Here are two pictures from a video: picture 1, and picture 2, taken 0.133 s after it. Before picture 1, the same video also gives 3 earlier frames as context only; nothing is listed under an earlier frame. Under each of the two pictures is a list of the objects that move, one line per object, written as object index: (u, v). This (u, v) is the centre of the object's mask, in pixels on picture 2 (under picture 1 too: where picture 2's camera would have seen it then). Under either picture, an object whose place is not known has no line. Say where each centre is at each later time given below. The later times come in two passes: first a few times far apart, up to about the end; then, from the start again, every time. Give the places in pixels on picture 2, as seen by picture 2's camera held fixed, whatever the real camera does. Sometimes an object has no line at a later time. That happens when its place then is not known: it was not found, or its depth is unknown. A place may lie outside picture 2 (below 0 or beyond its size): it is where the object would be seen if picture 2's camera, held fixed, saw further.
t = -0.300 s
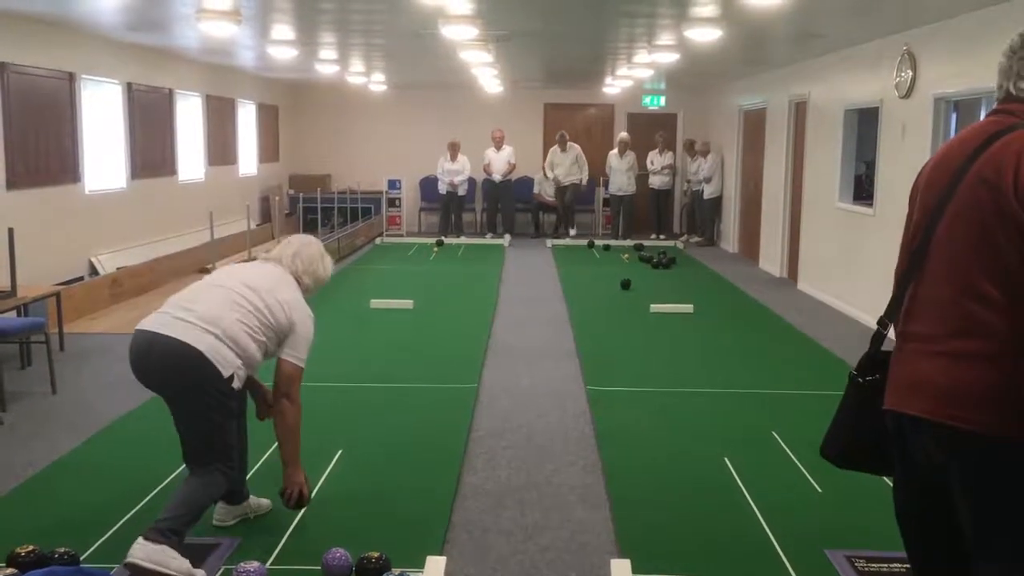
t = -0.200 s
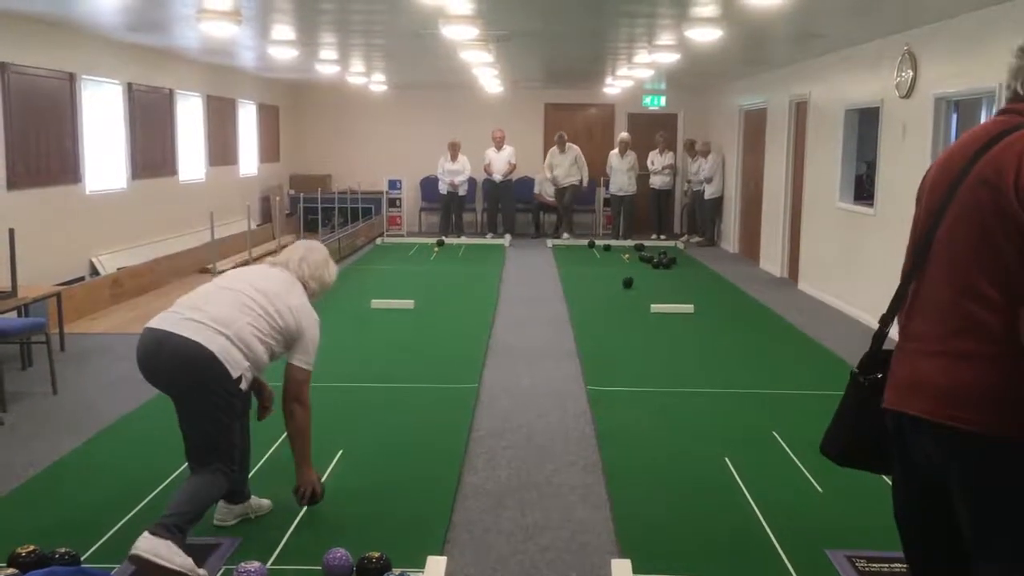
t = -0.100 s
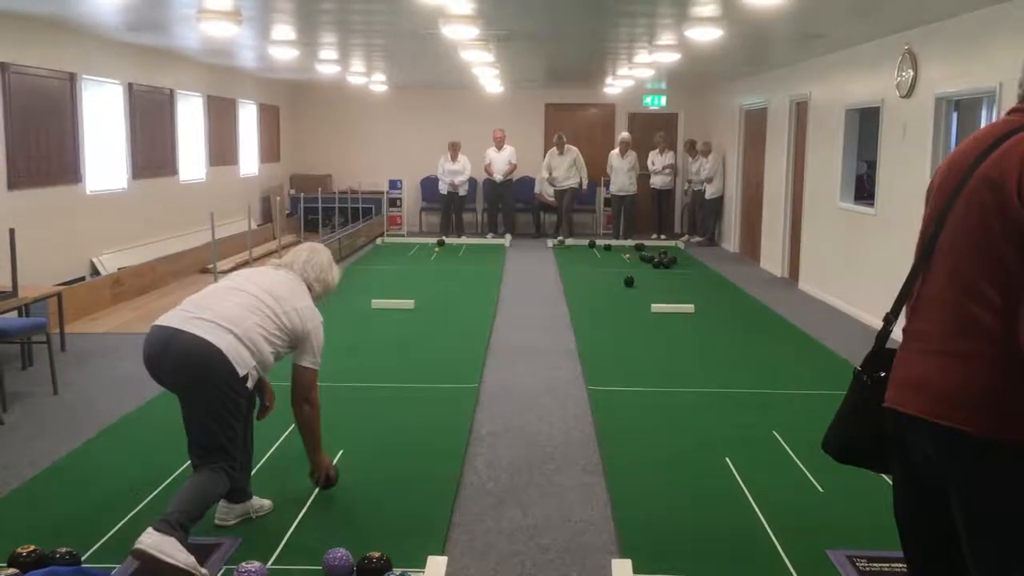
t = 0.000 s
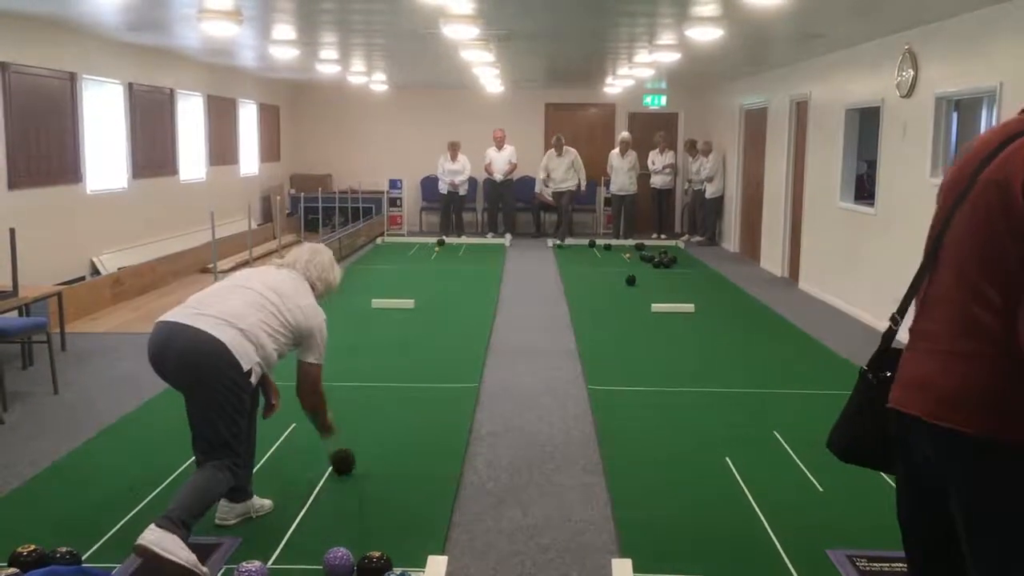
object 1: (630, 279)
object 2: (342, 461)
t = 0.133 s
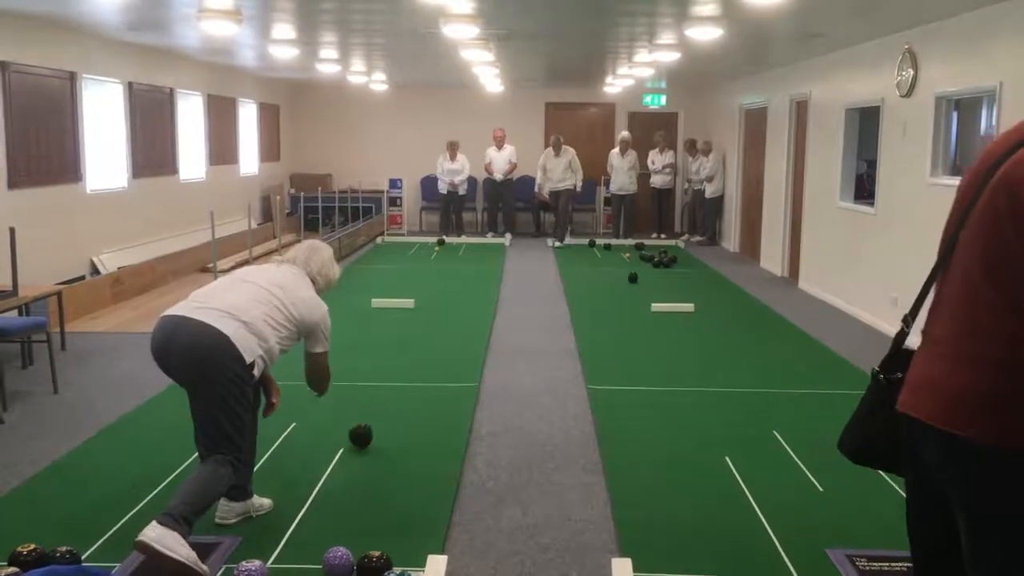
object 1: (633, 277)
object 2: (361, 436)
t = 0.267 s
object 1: (635, 276)
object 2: (375, 418)
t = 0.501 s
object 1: (639, 274)
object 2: (393, 395)
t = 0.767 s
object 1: (645, 272)
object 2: (410, 370)
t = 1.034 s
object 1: (649, 270)
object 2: (423, 352)
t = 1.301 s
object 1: (655, 268)
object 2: (433, 337)
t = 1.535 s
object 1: (658, 267)
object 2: (439, 325)
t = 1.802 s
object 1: (665, 265)
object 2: (444, 314)
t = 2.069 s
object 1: (667, 265)
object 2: (448, 304)
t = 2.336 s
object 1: (666, 263)
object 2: (450, 296)
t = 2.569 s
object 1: (666, 262)
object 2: (452, 289)
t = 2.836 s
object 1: (666, 262)
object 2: (453, 283)
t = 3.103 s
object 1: (666, 262)
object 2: (455, 277)
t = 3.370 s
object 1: (666, 263)
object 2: (456, 272)
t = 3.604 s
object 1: (666, 262)
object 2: (457, 268)
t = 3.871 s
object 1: (666, 262)
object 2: (457, 264)
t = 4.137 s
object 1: (666, 262)
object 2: (458, 261)
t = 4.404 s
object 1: (666, 262)
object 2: (458, 257)
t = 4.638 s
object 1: (666, 262)
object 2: (458, 255)
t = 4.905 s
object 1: (665, 262)
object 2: (457, 253)
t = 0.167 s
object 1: (633, 277)
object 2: (364, 431)
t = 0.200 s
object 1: (634, 277)
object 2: (368, 425)
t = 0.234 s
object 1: (634, 277)
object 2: (371, 421)
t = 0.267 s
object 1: (635, 276)
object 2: (375, 418)
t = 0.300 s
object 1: (635, 276)
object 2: (378, 414)
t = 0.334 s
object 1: (636, 275)
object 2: (380, 409)
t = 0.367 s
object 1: (637, 275)
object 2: (383, 407)
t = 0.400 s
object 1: (637, 275)
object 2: (386, 404)
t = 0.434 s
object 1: (638, 275)
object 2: (389, 400)
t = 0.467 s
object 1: (639, 274)
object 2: (391, 396)
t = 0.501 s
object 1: (639, 274)
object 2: (393, 395)
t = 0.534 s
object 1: (640, 274)
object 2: (395, 390)
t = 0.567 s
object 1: (641, 274)
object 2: (398, 387)
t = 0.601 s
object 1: (641, 273)
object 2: (400, 385)
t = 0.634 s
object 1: (642, 273)
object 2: (402, 381)
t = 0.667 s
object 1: (643, 273)
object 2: (404, 379)
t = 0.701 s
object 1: (643, 272)
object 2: (406, 376)
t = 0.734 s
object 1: (644, 272)
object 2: (408, 373)
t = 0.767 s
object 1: (645, 272)
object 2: (410, 370)
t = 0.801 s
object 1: (645, 272)
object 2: (412, 368)
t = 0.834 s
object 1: (645, 272)
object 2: (413, 366)
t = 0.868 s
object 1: (647, 271)
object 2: (416, 363)
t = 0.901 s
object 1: (647, 271)
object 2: (417, 361)
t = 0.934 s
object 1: (648, 271)
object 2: (419, 359)
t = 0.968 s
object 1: (648, 271)
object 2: (420, 357)
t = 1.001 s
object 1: (649, 270)
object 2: (422, 354)
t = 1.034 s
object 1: (649, 270)
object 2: (423, 352)
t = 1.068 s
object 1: (650, 271)
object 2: (425, 350)
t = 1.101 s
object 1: (651, 271)
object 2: (426, 348)
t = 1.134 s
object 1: (651, 271)
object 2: (427, 346)
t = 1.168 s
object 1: (652, 270)
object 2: (429, 344)
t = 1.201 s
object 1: (652, 270)
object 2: (430, 342)
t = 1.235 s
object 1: (654, 269)
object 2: (431, 340)
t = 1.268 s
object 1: (655, 269)
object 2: (432, 338)
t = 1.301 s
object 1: (655, 268)
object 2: (433, 337)
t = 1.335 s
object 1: (656, 268)
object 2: (434, 335)
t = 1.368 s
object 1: (656, 268)
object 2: (435, 333)
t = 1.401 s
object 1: (656, 268)
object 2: (436, 332)
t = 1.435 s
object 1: (656, 267)
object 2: (437, 330)
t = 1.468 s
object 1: (658, 267)
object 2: (437, 328)
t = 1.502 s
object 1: (658, 267)
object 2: (438, 327)
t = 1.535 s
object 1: (658, 267)
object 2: (439, 325)
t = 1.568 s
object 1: (658, 266)
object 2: (440, 324)
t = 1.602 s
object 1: (659, 266)
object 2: (440, 322)
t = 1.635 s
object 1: (661, 267)
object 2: (441, 321)
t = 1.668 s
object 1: (661, 266)
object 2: (442, 319)
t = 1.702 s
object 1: (661, 266)
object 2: (442, 318)
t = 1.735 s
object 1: (664, 265)
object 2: (443, 316)
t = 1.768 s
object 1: (665, 265)
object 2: (443, 315)
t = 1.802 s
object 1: (665, 265)
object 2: (444, 314)
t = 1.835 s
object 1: (665, 265)
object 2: (444, 312)
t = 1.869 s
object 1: (666, 265)
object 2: (445, 311)
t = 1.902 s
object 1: (666, 265)
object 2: (445, 310)
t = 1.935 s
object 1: (666, 265)
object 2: (446, 309)
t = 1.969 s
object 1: (666, 265)
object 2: (446, 307)
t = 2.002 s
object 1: (667, 265)
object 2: (447, 306)
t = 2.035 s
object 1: (667, 265)
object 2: (447, 306)
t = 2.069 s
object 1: (667, 265)
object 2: (448, 304)
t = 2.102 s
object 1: (667, 264)
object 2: (448, 304)
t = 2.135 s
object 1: (667, 264)
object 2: (448, 302)
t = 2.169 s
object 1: (667, 264)
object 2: (449, 301)
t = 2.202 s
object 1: (667, 264)
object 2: (449, 300)
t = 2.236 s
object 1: (667, 263)
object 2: (449, 299)
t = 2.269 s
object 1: (666, 263)
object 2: (450, 298)
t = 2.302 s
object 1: (666, 263)
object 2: (450, 296)
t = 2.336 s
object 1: (666, 263)
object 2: (450, 296)
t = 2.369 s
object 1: (666, 263)
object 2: (450, 295)
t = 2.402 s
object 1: (666, 263)
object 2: (450, 295)
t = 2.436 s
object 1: (666, 263)
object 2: (451, 293)
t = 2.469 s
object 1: (666, 262)
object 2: (451, 292)
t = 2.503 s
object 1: (666, 262)
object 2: (451, 291)
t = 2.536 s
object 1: (666, 262)
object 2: (451, 290)
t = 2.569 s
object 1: (666, 262)
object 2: (452, 289)
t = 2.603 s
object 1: (666, 262)
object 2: (452, 288)
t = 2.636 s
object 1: (666, 262)
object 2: (452, 288)
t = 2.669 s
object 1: (666, 262)
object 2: (452, 287)
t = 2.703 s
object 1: (666, 262)
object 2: (452, 286)
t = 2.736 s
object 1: (666, 262)
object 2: (453, 285)
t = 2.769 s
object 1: (665, 262)
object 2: (453, 285)
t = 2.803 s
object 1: (666, 262)
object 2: (453, 283)
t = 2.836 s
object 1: (666, 262)
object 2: (453, 283)
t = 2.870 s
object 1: (665, 262)
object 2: (453, 282)
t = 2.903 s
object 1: (666, 262)
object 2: (453, 281)
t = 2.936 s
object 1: (666, 262)
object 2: (454, 281)
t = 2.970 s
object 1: (666, 262)
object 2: (454, 280)
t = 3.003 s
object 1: (666, 262)
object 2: (454, 279)
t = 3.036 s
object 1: (666, 262)
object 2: (454, 279)
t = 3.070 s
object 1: (666, 262)
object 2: (455, 278)
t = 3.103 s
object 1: (666, 262)
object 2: (455, 277)
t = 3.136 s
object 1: (666, 262)
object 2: (455, 277)
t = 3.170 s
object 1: (666, 262)
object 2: (455, 276)
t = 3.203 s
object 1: (666, 262)
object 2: (455, 275)
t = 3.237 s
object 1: (666, 263)
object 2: (455, 274)
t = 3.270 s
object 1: (666, 263)
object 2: (456, 274)
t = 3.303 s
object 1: (666, 263)
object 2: (456, 273)
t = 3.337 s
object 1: (666, 263)
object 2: (456, 273)
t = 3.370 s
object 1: (666, 263)
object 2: (456, 272)
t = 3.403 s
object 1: (666, 263)
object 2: (456, 271)
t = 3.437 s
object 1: (666, 263)
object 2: (456, 271)
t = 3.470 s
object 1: (666, 263)
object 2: (456, 270)
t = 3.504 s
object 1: (667, 263)
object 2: (457, 270)
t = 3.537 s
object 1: (666, 263)
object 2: (457, 269)
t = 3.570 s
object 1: (666, 263)
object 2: (457, 268)
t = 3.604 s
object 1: (666, 262)
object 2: (457, 268)
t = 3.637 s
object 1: (667, 263)
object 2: (457, 268)
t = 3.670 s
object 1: (666, 262)
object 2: (457, 267)
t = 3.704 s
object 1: (666, 263)
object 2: (457, 267)
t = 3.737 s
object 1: (666, 262)
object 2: (457, 266)
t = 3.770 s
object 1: (666, 262)
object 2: (457, 265)
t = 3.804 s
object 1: (666, 262)
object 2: (457, 265)
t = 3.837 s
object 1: (666, 262)
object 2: (457, 265)
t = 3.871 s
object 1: (666, 262)
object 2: (457, 264)
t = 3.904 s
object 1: (666, 262)
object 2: (458, 264)
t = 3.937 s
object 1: (666, 262)
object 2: (458, 264)
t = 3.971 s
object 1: (666, 263)
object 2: (458, 264)
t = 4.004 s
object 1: (666, 263)
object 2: (458, 262)
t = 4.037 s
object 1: (666, 263)
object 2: (458, 262)
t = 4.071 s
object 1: (666, 263)
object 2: (458, 262)
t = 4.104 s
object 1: (666, 262)
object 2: (458, 261)
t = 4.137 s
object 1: (666, 262)
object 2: (458, 261)
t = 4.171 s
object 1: (666, 262)
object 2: (458, 261)
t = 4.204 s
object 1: (666, 262)
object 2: (458, 260)
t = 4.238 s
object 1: (666, 262)
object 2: (458, 260)
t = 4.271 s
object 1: (667, 262)
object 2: (459, 259)
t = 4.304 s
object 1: (667, 262)
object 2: (458, 259)
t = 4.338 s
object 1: (666, 262)
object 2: (459, 259)
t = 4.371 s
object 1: (667, 262)
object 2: (458, 257)
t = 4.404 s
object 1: (666, 262)
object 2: (458, 257)
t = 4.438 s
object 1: (666, 262)
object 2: (458, 257)
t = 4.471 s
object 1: (666, 262)
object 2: (458, 257)
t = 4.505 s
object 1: (666, 262)
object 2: (458, 257)
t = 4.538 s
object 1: (666, 262)
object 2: (458, 257)
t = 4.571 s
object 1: (666, 262)
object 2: (458, 256)
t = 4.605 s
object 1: (666, 262)
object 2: (458, 256)
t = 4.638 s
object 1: (666, 262)
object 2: (458, 255)
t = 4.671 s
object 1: (666, 262)
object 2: (457, 255)
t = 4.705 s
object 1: (666, 262)
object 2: (458, 255)
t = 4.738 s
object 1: (665, 262)
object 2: (457, 255)
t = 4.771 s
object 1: (665, 262)
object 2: (457, 254)
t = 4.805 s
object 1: (665, 262)
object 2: (457, 254)
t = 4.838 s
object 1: (665, 262)
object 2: (457, 253)
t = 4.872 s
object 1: (665, 262)
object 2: (457, 253)
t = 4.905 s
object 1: (665, 262)
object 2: (457, 253)
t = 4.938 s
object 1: (665, 262)
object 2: (456, 253)
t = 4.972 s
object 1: (665, 262)
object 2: (456, 252)
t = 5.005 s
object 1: (665, 261)
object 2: (456, 251)
